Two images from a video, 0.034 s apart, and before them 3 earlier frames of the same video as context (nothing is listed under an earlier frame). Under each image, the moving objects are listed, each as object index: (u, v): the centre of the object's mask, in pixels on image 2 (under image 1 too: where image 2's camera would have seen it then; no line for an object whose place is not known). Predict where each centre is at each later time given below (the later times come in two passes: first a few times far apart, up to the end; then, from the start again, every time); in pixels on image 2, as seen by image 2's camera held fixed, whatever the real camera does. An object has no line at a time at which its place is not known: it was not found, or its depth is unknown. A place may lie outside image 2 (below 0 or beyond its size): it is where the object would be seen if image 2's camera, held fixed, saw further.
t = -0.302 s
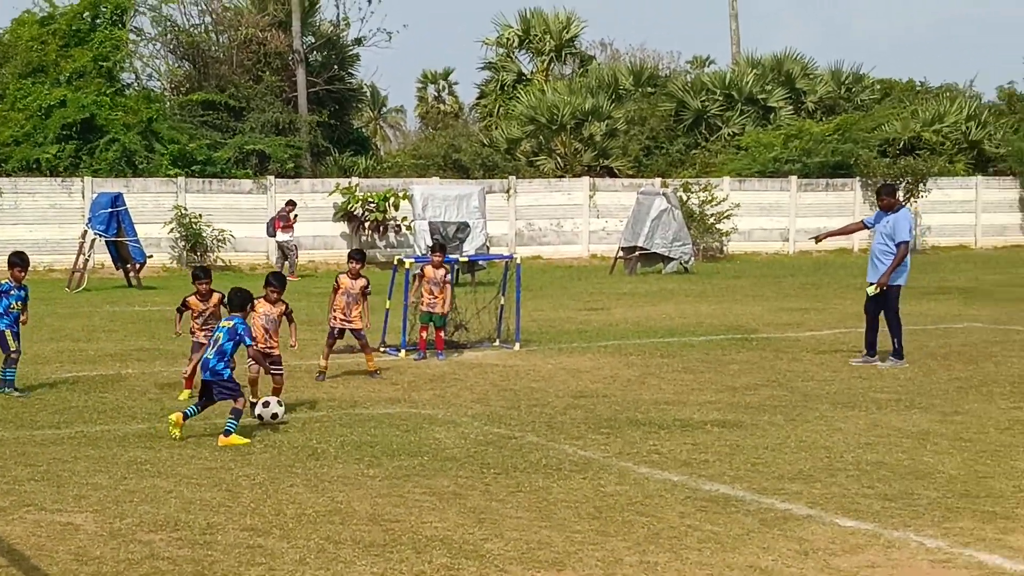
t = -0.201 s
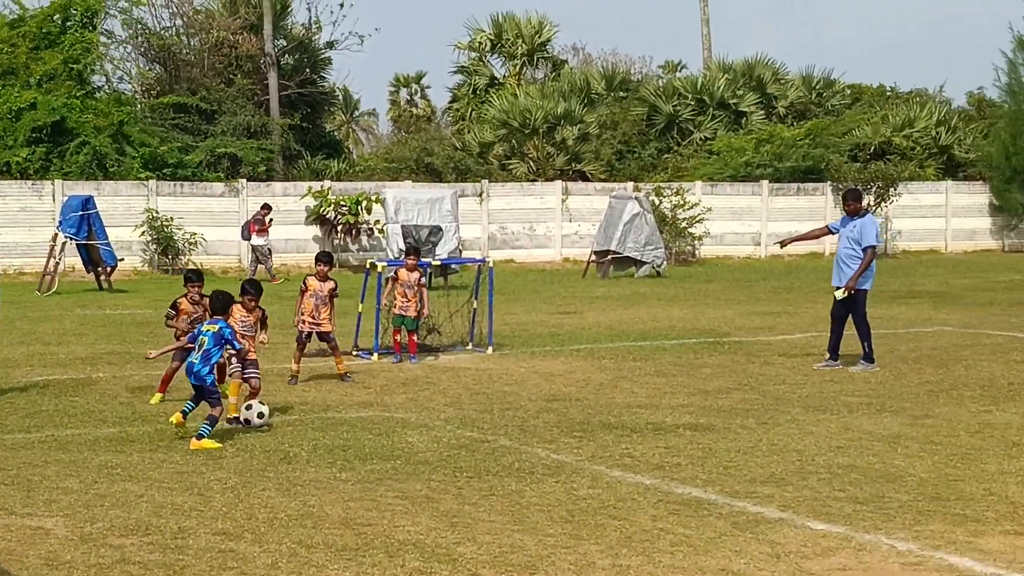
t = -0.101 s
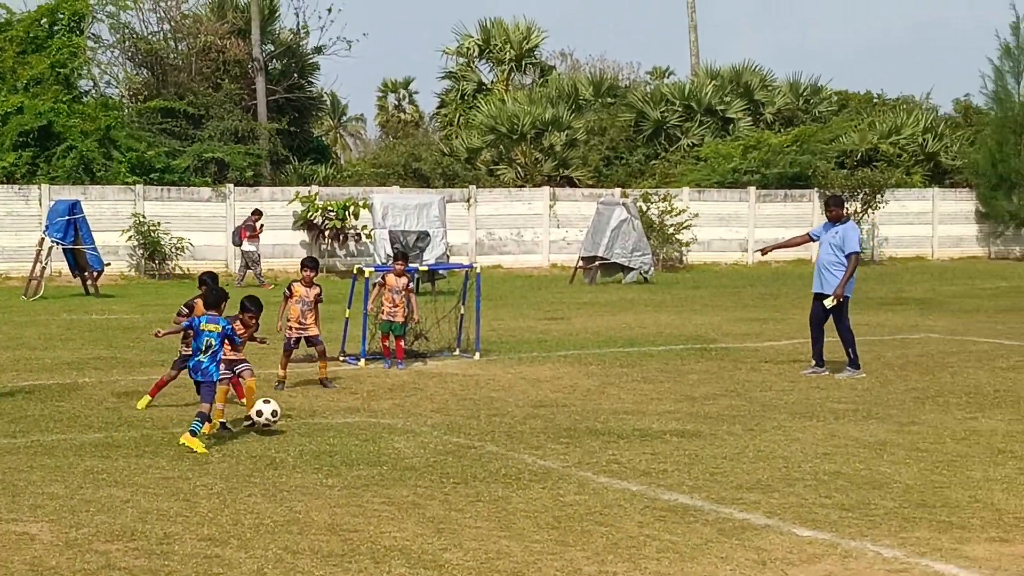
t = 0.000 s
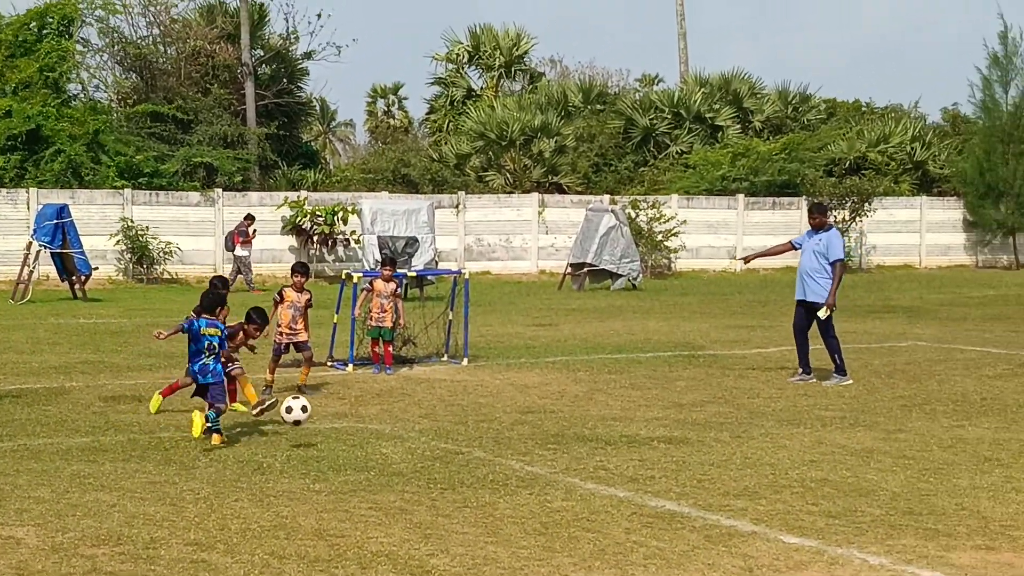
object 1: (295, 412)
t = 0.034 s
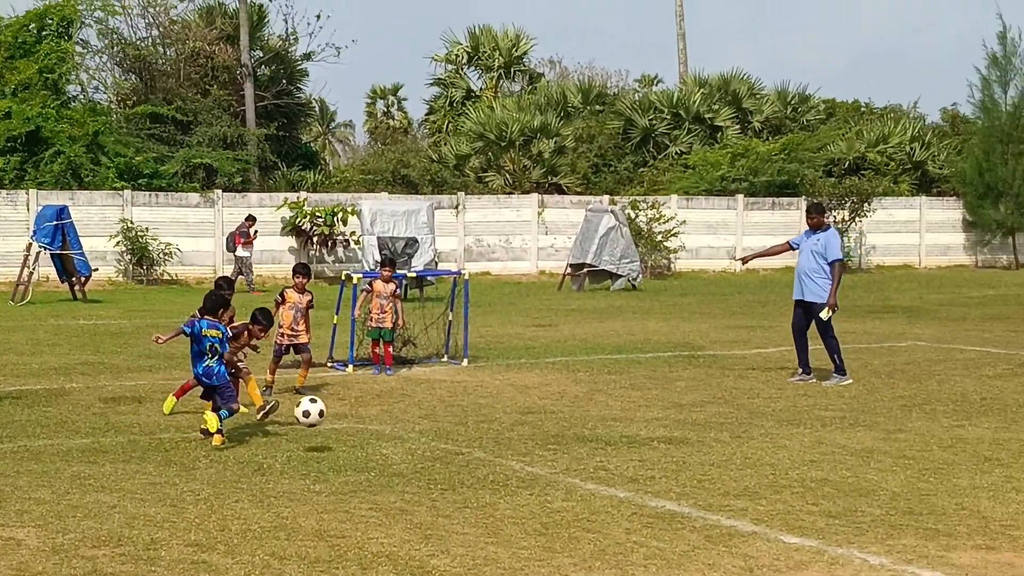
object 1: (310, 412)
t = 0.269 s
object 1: (424, 463)
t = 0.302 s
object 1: (440, 470)
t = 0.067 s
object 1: (325, 413)
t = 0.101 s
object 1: (340, 417)
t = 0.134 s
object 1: (356, 423)
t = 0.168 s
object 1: (372, 430)
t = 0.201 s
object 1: (390, 440)
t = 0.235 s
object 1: (407, 451)
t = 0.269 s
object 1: (424, 463)
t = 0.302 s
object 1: (440, 470)
